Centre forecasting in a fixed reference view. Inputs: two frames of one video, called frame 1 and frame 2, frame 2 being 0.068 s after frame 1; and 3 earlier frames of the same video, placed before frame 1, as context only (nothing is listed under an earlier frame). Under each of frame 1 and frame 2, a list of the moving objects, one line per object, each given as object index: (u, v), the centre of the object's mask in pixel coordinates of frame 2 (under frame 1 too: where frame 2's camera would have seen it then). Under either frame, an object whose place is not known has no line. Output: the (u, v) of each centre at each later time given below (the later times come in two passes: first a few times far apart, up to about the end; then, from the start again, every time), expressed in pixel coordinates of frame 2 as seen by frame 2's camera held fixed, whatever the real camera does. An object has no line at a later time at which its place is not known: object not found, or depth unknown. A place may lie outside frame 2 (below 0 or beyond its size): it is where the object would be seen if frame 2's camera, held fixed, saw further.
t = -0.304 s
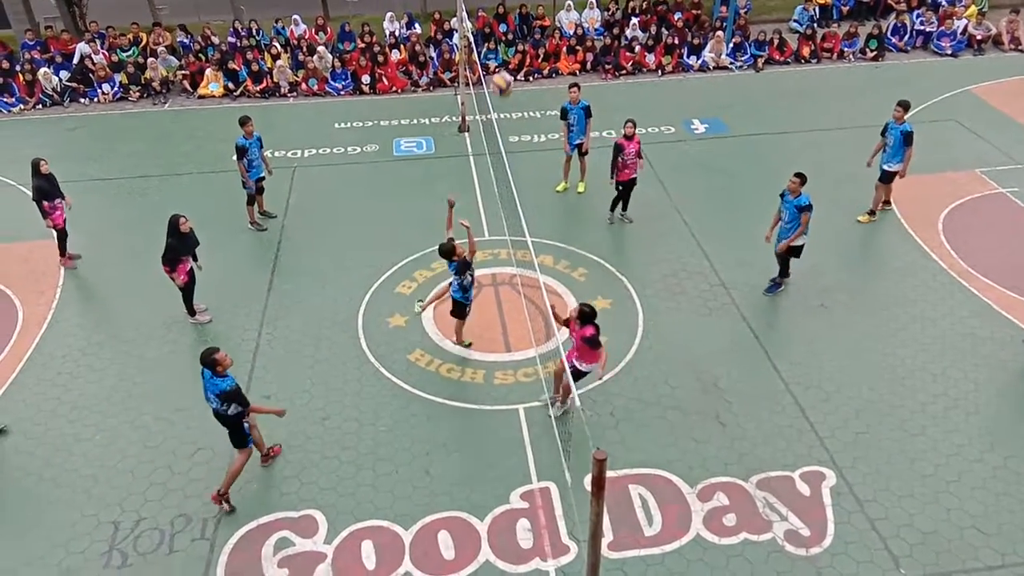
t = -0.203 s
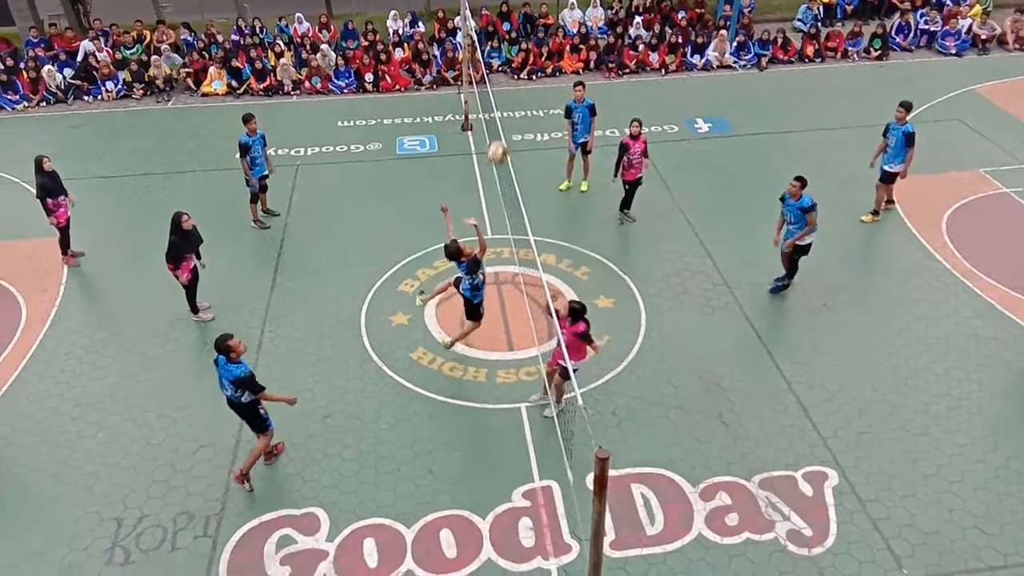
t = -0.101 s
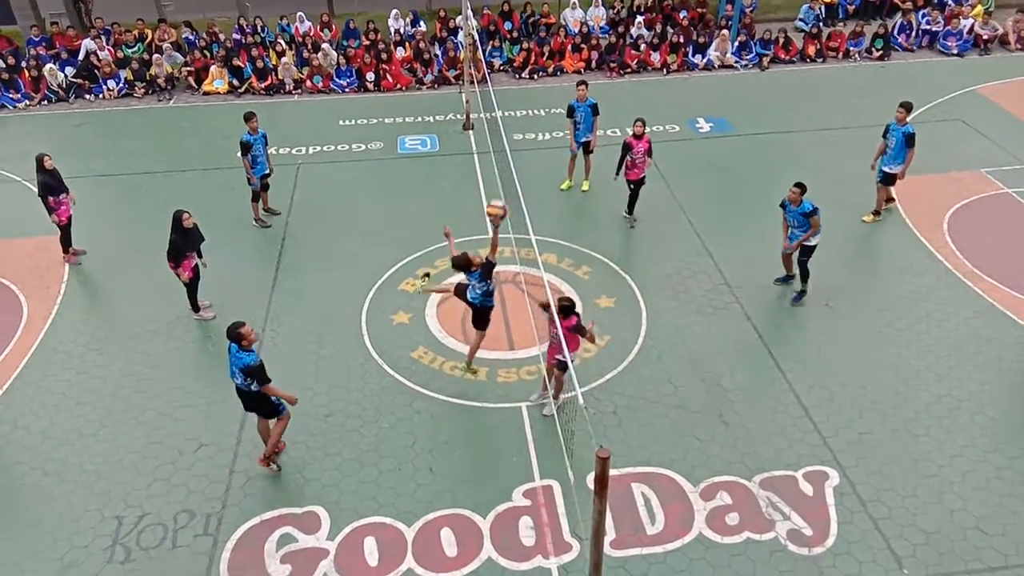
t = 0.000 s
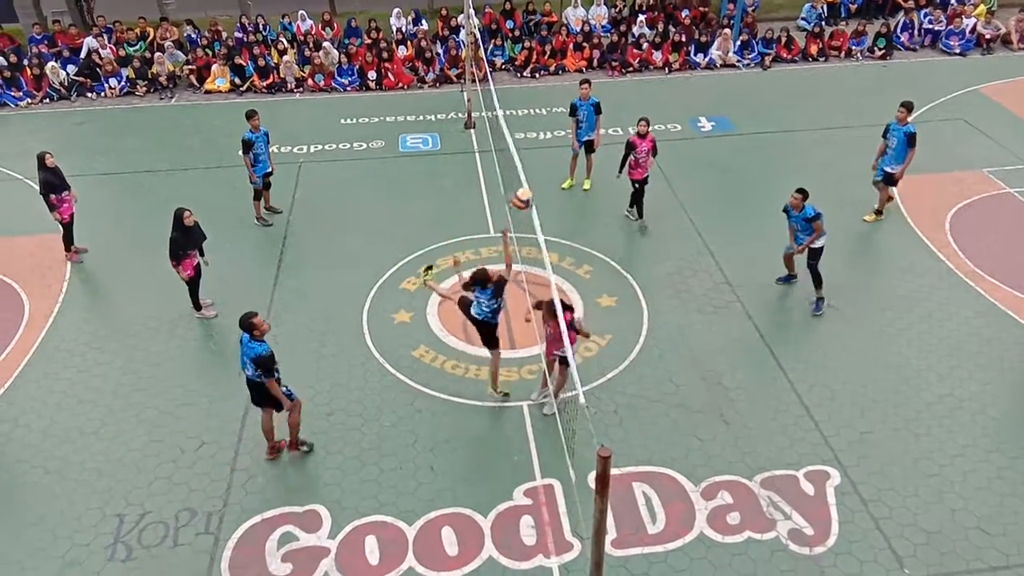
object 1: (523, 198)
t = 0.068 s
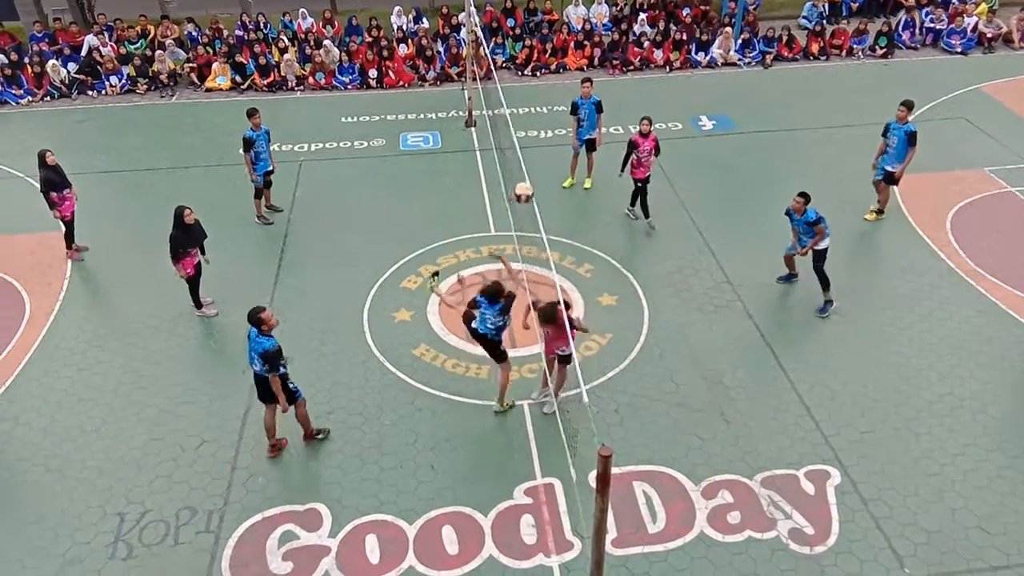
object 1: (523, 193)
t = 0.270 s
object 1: (504, 188)
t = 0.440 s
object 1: (488, 210)
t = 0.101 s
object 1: (521, 190)
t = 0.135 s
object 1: (519, 189)
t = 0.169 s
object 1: (515, 187)
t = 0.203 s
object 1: (512, 187)
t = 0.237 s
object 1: (507, 188)
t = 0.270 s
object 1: (504, 188)
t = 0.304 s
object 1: (500, 191)
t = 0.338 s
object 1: (498, 195)
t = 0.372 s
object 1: (495, 199)
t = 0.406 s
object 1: (492, 204)
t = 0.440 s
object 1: (488, 210)
